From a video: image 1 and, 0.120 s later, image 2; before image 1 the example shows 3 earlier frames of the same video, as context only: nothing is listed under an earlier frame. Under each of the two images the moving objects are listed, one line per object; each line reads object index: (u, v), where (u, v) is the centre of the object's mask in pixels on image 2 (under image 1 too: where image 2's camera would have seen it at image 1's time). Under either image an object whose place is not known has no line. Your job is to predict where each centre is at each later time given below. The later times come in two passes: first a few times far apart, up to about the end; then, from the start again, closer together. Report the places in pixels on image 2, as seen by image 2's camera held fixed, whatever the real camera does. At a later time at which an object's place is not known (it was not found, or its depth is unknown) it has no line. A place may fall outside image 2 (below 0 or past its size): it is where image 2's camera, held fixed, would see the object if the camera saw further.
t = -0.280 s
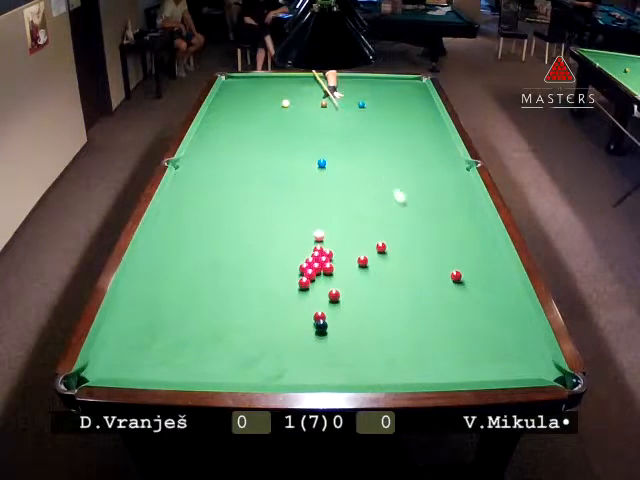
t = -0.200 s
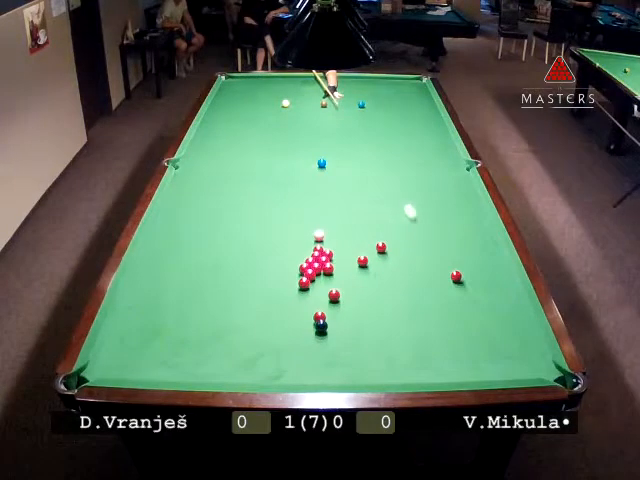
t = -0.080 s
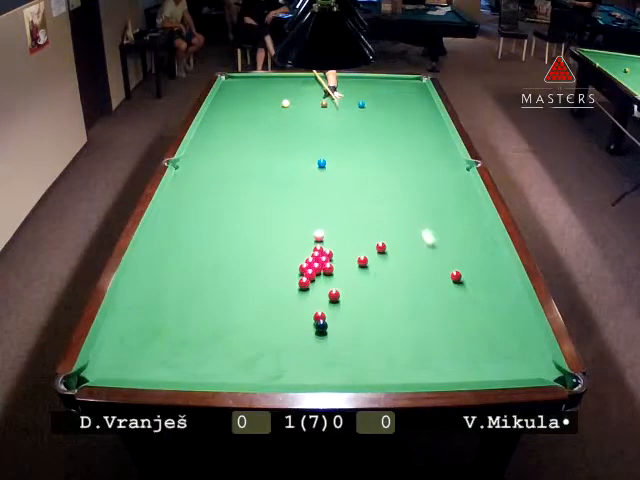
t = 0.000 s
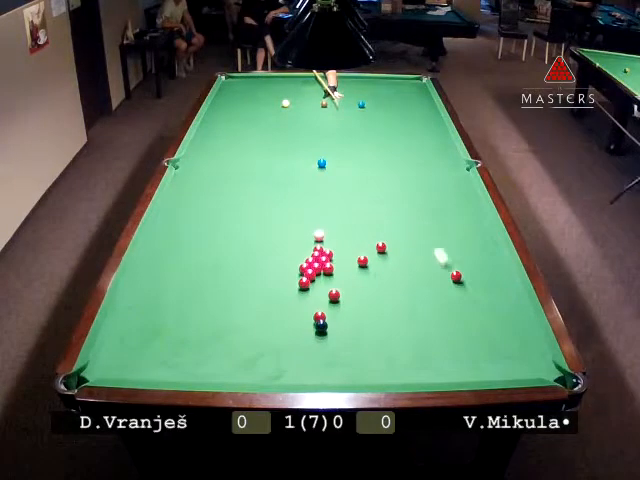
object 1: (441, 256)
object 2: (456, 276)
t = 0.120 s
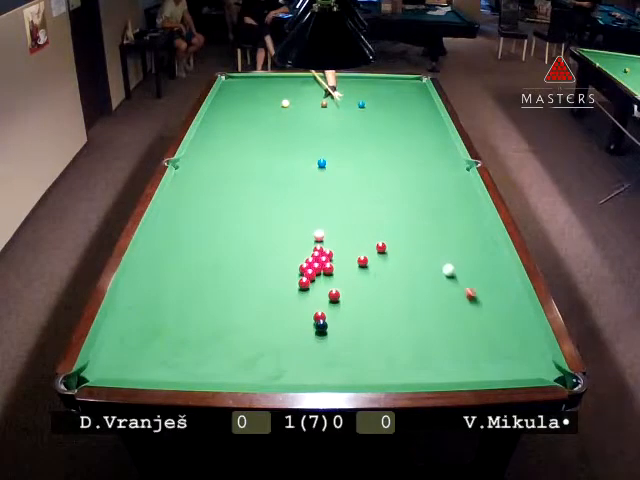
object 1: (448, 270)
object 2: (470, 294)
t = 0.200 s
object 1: (448, 273)
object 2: (484, 311)
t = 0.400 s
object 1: (452, 286)
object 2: (516, 351)
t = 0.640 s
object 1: (456, 301)
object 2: (544, 359)
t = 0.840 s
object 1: (460, 314)
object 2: (519, 339)
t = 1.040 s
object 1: (463, 327)
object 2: (496, 321)
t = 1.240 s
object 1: (467, 340)
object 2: (475, 304)
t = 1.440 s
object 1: (470, 352)
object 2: (455, 290)
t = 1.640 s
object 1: (473, 364)
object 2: (437, 275)
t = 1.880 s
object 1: (474, 374)
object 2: (418, 261)
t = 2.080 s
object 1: (473, 368)
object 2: (403, 249)
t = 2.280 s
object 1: (471, 361)
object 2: (390, 238)
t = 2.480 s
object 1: (469, 356)
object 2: (378, 229)
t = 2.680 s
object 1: (467, 352)
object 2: (367, 221)
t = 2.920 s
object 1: (466, 348)
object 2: (355, 211)
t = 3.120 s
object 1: (465, 345)
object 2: (346, 204)
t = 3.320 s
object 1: (464, 344)
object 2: (337, 198)
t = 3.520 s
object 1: (464, 343)
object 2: (329, 193)
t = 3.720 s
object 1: (464, 343)
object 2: (322, 188)
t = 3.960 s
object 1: (464, 343)
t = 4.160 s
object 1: (464, 343)
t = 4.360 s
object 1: (463, 343)
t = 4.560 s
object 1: (463, 343)
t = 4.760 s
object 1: (463, 343)
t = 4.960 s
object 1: (463, 343)
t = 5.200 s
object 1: (463, 343)
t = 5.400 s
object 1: (463, 343)
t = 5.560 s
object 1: (465, 342)
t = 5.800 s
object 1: (463, 343)
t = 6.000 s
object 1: (463, 343)
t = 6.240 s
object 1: (463, 343)
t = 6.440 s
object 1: (463, 343)
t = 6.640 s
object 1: (463, 343)
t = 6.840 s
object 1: (463, 343)
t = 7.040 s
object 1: (463, 343)
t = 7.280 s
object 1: (463, 343)
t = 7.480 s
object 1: (463, 343)
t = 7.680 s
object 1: (463, 343)
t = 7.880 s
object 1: (463, 343)
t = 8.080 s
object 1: (463, 343)
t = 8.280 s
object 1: (463, 343)
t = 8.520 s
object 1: (463, 343)
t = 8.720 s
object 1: (463, 343)
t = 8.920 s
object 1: (463, 343)
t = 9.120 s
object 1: (463, 343)
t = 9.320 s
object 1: (463, 343)
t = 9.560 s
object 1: (463, 343)
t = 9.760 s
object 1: (463, 343)
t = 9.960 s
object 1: (463, 343)
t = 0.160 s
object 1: (448, 271)
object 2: (477, 303)
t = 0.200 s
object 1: (448, 273)
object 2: (484, 311)
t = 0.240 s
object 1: (449, 276)
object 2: (490, 319)
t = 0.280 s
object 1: (450, 278)
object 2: (497, 327)
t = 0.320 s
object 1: (450, 281)
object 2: (503, 335)
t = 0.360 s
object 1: (451, 284)
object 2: (509, 343)
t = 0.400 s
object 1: (452, 286)
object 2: (516, 351)
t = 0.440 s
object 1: (453, 288)
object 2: (523, 359)
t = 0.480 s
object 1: (454, 292)
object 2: (530, 368)
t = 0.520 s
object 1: (454, 294)
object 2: (535, 372)
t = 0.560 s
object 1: (455, 297)
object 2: (538, 368)
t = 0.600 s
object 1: (456, 299)
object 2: (541, 363)
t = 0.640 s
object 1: (456, 301)
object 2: (544, 359)
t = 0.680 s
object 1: (457, 304)
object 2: (539, 354)
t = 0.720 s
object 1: (458, 307)
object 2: (534, 351)
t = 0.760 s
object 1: (458, 309)
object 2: (529, 347)
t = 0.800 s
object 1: (459, 311)
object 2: (524, 343)
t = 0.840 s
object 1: (460, 314)
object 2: (519, 339)
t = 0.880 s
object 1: (460, 317)
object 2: (515, 335)
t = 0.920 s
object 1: (461, 319)
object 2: (510, 332)
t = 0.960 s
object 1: (462, 322)
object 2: (505, 328)
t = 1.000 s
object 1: (463, 325)
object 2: (501, 324)
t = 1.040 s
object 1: (463, 327)
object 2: (496, 321)
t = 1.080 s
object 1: (464, 330)
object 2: (492, 317)
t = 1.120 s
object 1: (465, 333)
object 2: (487, 314)
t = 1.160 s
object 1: (465, 335)
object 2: (483, 311)
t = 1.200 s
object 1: (466, 338)
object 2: (479, 308)
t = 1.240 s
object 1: (467, 340)
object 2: (475, 304)
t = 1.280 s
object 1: (467, 342)
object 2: (471, 301)
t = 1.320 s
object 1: (468, 345)
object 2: (467, 298)
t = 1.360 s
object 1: (469, 347)
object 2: (462, 295)
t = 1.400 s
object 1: (469, 350)
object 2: (459, 293)
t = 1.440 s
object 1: (470, 352)
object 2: (455, 290)
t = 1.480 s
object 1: (470, 355)
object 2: (452, 287)
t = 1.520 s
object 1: (471, 357)
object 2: (448, 284)
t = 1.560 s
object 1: (471, 359)
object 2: (444, 280)
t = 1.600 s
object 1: (472, 362)
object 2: (440, 278)
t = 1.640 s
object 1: (473, 364)
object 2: (437, 275)
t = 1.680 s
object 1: (473, 367)
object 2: (434, 273)
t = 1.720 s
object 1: (473, 369)
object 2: (430, 270)
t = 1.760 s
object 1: (474, 370)
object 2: (427, 268)
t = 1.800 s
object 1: (474, 372)
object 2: (424, 265)
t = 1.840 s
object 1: (474, 374)
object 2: (421, 262)
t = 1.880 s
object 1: (474, 374)
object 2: (418, 261)
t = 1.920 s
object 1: (474, 372)
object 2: (415, 259)
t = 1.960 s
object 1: (474, 371)
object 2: (412, 255)
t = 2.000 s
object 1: (474, 371)
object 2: (409, 253)
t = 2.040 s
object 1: (473, 369)
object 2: (406, 251)
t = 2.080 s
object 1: (473, 368)
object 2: (403, 249)
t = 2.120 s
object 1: (472, 366)
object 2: (400, 247)
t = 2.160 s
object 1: (472, 365)
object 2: (398, 245)
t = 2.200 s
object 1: (471, 364)
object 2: (395, 243)
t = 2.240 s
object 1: (471, 363)
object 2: (392, 240)
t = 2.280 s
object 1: (471, 361)
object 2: (390, 238)
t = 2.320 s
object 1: (470, 361)
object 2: (387, 236)
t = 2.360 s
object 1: (470, 359)
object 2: (385, 234)
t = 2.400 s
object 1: (469, 358)
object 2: (382, 232)
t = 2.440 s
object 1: (469, 357)
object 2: (380, 231)
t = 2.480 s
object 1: (469, 356)
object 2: (378, 229)
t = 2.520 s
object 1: (469, 355)
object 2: (375, 228)
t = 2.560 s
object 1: (468, 354)
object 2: (373, 226)
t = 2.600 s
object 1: (468, 354)
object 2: (371, 224)
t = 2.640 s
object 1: (468, 353)
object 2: (369, 222)
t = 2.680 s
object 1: (467, 352)
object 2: (367, 221)
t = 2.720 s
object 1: (467, 351)
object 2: (365, 219)
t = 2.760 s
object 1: (467, 351)
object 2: (362, 217)
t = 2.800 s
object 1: (467, 350)
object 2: (361, 216)
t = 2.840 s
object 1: (466, 349)
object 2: (358, 215)
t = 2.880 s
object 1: (466, 349)
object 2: (356, 213)
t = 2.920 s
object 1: (466, 348)
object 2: (355, 211)
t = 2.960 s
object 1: (466, 347)
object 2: (352, 210)
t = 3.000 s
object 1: (465, 347)
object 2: (351, 208)
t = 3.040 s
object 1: (465, 346)
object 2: (349, 207)
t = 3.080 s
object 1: (465, 346)
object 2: (347, 206)
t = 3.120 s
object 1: (465, 345)
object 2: (346, 204)
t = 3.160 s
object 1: (465, 345)
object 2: (344, 203)
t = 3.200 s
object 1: (465, 345)
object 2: (342, 202)
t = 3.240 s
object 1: (465, 344)
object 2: (341, 201)
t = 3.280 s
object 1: (464, 344)
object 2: (339, 199)
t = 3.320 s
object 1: (464, 344)
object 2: (337, 198)
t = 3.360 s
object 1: (464, 343)
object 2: (336, 198)
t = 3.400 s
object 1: (464, 343)
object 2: (334, 196)
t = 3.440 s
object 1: (464, 343)
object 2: (333, 195)
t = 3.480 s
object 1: (464, 343)
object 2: (331, 193)
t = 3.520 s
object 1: (464, 343)
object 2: (329, 193)
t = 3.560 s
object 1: (464, 343)
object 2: (328, 192)
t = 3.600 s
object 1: (464, 343)
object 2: (326, 191)
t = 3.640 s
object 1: (464, 343)
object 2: (325, 190)
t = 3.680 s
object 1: (464, 343)
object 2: (324, 188)
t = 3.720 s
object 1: (464, 343)
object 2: (322, 188)
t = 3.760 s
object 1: (464, 343)
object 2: (321, 187)
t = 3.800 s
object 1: (464, 343)
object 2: (320, 186)
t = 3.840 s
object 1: (464, 343)
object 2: (318, 185)
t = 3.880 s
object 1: (464, 343)
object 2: (317, 184)
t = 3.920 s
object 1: (464, 343)
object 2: (315, 183)
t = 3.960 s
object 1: (464, 343)
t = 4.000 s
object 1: (464, 343)
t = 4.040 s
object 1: (464, 343)
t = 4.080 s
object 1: (464, 343)
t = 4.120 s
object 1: (464, 343)
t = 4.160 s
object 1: (464, 343)
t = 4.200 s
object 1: (463, 343)
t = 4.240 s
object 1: (463, 343)
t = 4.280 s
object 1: (463, 343)
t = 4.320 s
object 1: (463, 343)
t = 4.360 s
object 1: (463, 343)
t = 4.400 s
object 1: (463, 343)
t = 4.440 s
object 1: (463, 343)
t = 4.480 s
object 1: (463, 343)
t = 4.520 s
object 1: (463, 343)
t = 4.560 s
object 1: (463, 343)
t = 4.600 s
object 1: (463, 343)
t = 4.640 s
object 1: (463, 343)
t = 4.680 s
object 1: (463, 343)
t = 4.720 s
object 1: (463, 343)
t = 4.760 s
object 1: (463, 343)
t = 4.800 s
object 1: (463, 343)
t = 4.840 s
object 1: (463, 343)
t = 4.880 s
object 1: (463, 343)
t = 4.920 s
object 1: (463, 343)
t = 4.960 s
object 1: (463, 343)
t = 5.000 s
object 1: (463, 343)
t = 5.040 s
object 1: (463, 343)
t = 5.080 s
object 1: (463, 343)
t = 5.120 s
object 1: (463, 343)
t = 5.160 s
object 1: (463, 343)
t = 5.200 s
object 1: (463, 343)
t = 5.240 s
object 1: (463, 343)
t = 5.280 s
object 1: (463, 343)
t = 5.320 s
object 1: (463, 343)
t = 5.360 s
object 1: (463, 343)
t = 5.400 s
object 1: (463, 343)
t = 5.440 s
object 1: (463, 343)
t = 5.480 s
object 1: (463, 343)
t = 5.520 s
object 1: (463, 343)
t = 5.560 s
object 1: (465, 342)
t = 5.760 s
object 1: (462, 342)
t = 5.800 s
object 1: (463, 343)
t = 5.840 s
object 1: (463, 343)
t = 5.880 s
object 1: (463, 343)
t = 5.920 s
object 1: (463, 343)
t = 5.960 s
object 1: (463, 343)
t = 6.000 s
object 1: (463, 343)
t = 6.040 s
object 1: (463, 343)
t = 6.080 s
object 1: (463, 343)
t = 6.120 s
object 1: (463, 343)
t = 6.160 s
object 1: (463, 343)
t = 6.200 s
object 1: (463, 343)
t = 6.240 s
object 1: (463, 343)
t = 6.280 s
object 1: (463, 343)
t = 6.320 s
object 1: (463, 343)
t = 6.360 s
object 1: (463, 343)
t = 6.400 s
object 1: (463, 343)
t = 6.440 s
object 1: (463, 343)
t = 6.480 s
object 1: (463, 343)
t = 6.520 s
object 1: (463, 343)
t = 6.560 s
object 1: (463, 343)
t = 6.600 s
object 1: (463, 343)
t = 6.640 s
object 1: (463, 343)
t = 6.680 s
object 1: (463, 343)
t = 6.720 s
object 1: (463, 343)
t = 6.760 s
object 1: (463, 343)
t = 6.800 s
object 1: (463, 343)
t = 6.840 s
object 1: (463, 343)
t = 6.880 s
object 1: (463, 343)
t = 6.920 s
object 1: (463, 343)
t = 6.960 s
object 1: (463, 343)
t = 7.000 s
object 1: (463, 343)
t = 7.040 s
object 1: (463, 343)
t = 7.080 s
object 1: (463, 343)
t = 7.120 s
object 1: (463, 343)
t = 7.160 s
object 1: (463, 343)
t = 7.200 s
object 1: (463, 343)
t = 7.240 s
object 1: (463, 343)
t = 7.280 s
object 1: (463, 343)
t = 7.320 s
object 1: (463, 343)
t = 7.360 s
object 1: (463, 343)
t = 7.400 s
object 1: (463, 343)
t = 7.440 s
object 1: (463, 343)
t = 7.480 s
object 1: (463, 343)
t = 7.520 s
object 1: (463, 343)
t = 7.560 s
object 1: (463, 343)
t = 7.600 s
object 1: (463, 343)
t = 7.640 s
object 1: (463, 343)
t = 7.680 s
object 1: (463, 343)
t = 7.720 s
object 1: (463, 343)
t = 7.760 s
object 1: (463, 343)
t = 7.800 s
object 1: (463, 343)
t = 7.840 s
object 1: (463, 343)
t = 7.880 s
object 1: (463, 343)
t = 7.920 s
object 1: (463, 343)
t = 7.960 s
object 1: (463, 343)
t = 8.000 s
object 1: (463, 343)
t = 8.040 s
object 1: (463, 343)
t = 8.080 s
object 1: (463, 343)
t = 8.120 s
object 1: (463, 343)
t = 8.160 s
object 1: (463, 343)
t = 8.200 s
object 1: (463, 343)
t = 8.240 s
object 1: (463, 343)
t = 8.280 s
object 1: (463, 343)
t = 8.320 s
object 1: (463, 343)
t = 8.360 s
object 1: (463, 343)
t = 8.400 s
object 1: (463, 343)
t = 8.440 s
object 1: (463, 343)
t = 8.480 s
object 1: (463, 343)
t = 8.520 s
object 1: (463, 343)
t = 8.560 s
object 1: (463, 343)
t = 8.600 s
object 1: (463, 343)
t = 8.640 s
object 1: (463, 343)
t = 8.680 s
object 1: (463, 343)
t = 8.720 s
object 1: (463, 343)
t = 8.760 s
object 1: (463, 343)
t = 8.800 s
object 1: (463, 343)
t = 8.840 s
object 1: (463, 343)
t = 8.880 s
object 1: (463, 343)
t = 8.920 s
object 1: (463, 343)
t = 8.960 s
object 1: (463, 343)
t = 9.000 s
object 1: (463, 343)
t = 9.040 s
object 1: (463, 343)
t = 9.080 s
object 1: (463, 343)
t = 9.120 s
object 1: (463, 343)
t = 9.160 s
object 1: (463, 343)
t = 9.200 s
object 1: (463, 343)
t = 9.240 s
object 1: (463, 343)
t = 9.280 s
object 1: (463, 343)
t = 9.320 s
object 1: (463, 343)
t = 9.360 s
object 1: (463, 343)
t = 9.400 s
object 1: (463, 343)
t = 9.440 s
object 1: (463, 343)
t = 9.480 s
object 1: (463, 343)
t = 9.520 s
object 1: (463, 343)
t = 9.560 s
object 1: (463, 343)
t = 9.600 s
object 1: (463, 343)
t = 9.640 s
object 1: (463, 343)
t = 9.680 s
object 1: (463, 343)
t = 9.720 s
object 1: (463, 343)
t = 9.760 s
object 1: (463, 343)
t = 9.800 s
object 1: (463, 343)
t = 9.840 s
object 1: (463, 343)
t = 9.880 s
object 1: (463, 343)
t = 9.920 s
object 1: (463, 343)
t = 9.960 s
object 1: (463, 343)
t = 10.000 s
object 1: (463, 343)
